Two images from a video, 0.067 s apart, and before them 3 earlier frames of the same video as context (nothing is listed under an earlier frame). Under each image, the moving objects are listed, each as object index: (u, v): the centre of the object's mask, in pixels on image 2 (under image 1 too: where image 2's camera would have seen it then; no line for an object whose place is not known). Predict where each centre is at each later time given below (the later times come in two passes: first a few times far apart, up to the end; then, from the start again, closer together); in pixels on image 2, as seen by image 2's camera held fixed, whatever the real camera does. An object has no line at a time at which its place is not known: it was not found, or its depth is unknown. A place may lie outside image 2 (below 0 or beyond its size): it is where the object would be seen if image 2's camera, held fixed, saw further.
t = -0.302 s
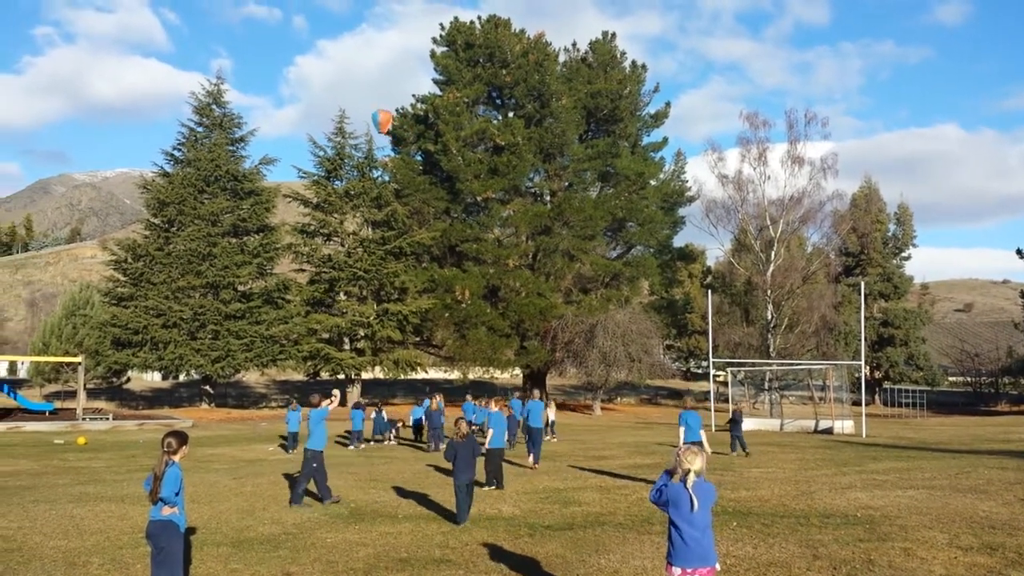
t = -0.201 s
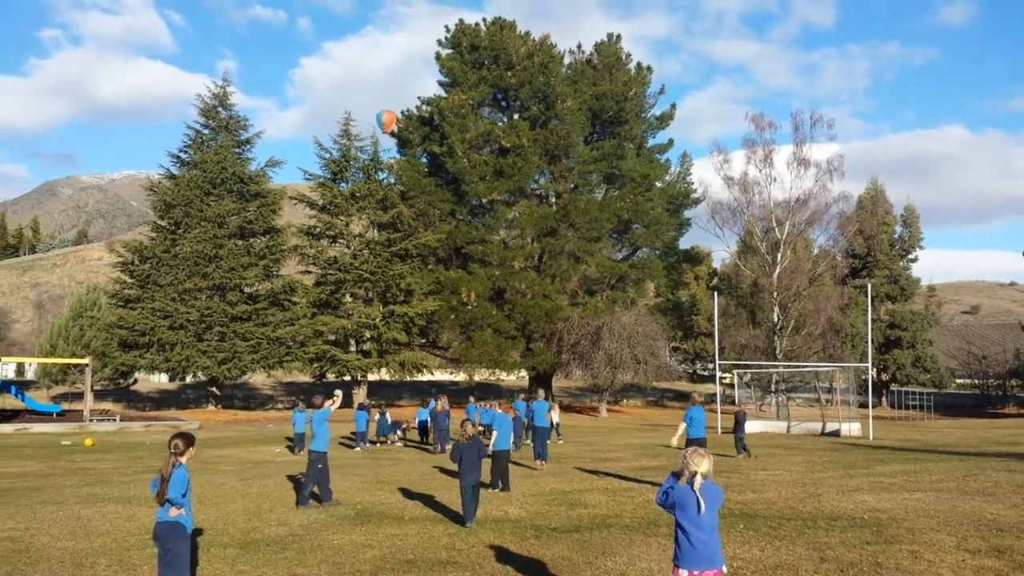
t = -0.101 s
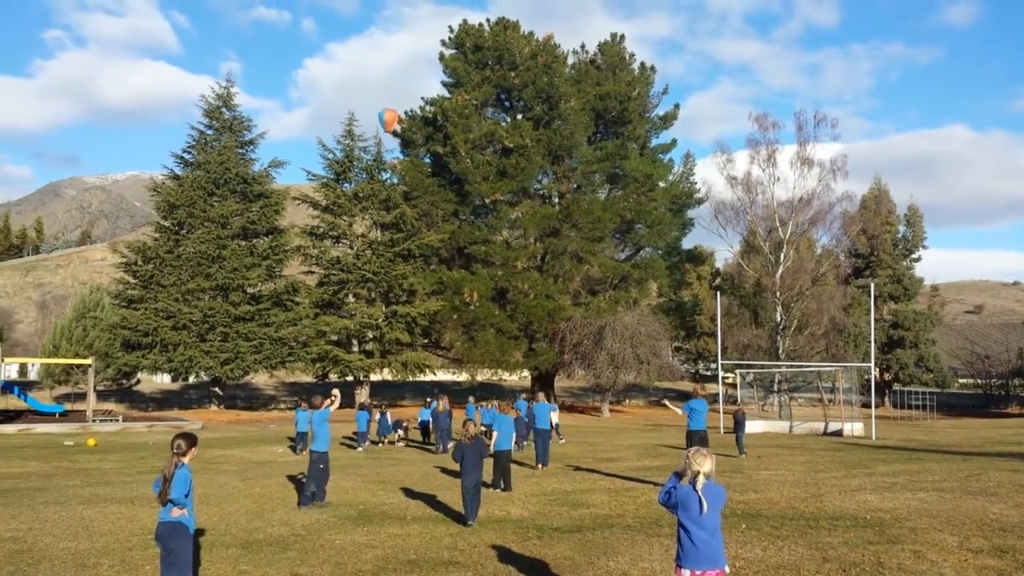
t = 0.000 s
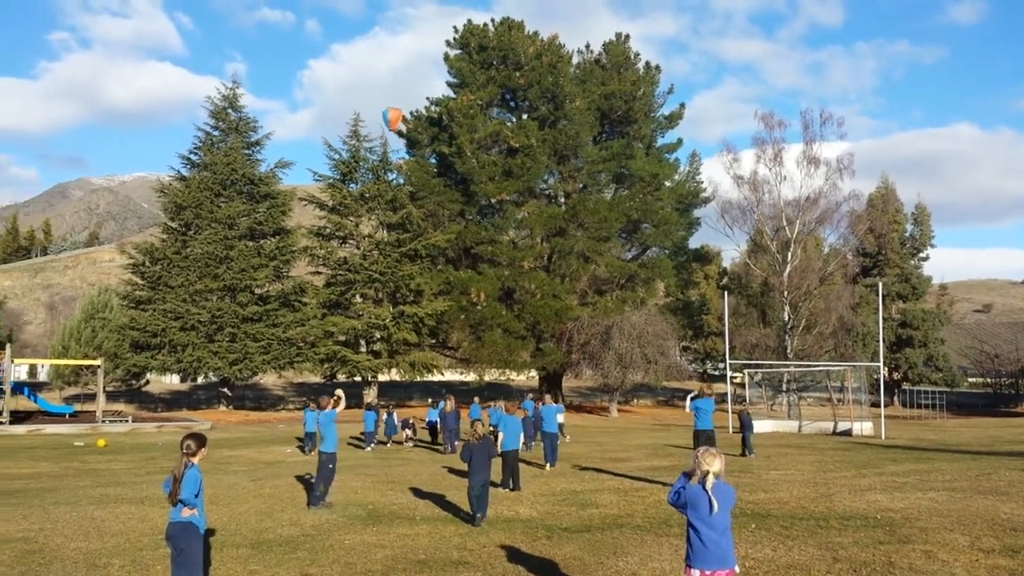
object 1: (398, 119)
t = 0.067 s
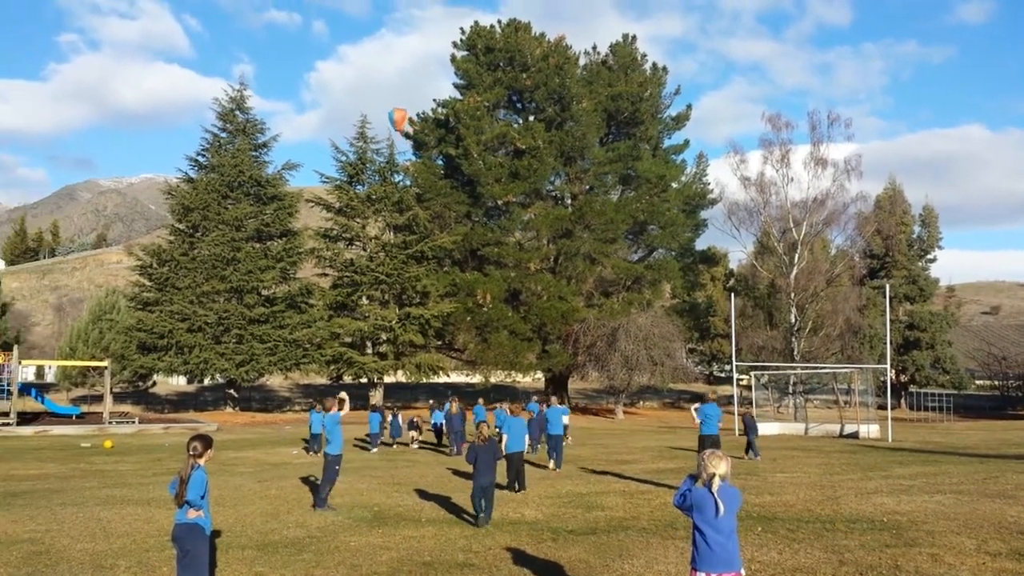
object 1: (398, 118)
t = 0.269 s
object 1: (395, 115)
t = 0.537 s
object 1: (391, 110)
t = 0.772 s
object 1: (388, 104)
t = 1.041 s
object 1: (384, 98)
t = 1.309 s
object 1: (381, 90)
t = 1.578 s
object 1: (378, 84)
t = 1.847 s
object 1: (376, 76)
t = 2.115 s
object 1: (374, 69)
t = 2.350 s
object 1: (371, 62)
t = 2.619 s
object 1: (367, 56)
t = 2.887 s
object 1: (362, 50)
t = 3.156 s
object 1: (357, 45)
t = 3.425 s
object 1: (353, 40)
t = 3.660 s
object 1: (347, 35)
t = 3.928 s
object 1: (342, 30)
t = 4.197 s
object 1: (338, 25)
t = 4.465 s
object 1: (333, 20)
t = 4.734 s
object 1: (329, 15)
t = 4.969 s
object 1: (326, 11)
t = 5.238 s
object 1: (319, 6)
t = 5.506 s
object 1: (312, 0)
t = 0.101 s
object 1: (397, 118)
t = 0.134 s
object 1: (397, 117)
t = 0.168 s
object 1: (396, 117)
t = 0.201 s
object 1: (396, 116)
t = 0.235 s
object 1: (395, 115)
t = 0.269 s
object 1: (395, 115)
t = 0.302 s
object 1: (395, 114)
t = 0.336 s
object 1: (394, 113)
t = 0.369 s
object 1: (394, 113)
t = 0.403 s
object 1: (393, 112)
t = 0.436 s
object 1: (393, 112)
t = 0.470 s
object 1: (392, 111)
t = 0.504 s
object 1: (392, 111)
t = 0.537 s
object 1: (391, 110)
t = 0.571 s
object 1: (391, 109)
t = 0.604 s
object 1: (391, 108)
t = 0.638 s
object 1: (390, 108)
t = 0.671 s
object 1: (390, 107)
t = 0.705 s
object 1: (389, 106)
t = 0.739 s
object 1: (388, 105)
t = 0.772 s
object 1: (388, 104)
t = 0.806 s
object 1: (388, 104)
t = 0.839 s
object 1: (387, 103)
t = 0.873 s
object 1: (387, 102)
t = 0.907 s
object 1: (386, 102)
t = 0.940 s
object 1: (386, 101)
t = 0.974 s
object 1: (385, 100)
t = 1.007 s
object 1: (385, 99)
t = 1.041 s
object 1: (384, 98)
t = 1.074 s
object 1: (384, 97)
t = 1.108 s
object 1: (383, 96)
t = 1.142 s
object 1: (383, 95)
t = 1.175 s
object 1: (383, 94)
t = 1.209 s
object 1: (382, 94)
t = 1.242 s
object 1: (382, 92)
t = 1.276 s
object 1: (382, 92)
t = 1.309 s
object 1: (381, 90)
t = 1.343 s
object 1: (381, 90)
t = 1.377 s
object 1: (381, 89)
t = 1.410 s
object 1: (380, 88)
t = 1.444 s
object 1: (379, 87)
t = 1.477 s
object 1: (379, 87)
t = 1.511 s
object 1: (379, 86)
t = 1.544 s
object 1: (379, 85)
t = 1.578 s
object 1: (378, 84)
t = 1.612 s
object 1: (377, 83)
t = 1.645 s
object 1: (377, 82)
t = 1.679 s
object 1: (377, 81)
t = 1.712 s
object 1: (378, 80)
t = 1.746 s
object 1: (377, 79)
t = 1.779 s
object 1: (377, 78)
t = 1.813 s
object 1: (376, 77)
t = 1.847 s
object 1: (376, 76)
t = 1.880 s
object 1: (376, 75)
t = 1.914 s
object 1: (376, 74)
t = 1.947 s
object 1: (375, 73)
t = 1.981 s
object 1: (375, 73)
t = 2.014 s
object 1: (374, 72)
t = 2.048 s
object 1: (374, 71)
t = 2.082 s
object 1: (374, 70)
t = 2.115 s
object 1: (374, 69)
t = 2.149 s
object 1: (373, 68)
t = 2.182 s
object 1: (372, 67)
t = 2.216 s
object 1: (372, 66)
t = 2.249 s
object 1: (372, 65)
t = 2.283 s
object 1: (372, 64)
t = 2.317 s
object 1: (372, 63)
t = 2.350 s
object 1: (371, 62)
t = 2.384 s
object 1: (370, 62)
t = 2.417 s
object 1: (369, 61)
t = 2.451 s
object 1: (369, 60)
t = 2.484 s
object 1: (368, 59)
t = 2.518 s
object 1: (367, 58)
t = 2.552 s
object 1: (367, 57)
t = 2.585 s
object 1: (367, 56)
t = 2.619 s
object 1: (367, 56)
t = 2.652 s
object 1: (367, 54)
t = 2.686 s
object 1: (366, 54)
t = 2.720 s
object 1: (365, 53)
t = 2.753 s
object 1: (364, 52)
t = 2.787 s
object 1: (364, 52)
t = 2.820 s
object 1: (363, 51)
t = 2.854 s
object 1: (363, 50)
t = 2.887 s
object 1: (362, 50)
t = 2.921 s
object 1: (362, 49)
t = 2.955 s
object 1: (360, 48)
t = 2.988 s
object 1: (360, 48)
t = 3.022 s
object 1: (359, 47)
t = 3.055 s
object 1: (359, 46)
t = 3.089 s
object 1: (358, 46)
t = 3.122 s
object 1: (358, 45)
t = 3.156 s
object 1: (357, 45)
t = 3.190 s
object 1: (356, 44)
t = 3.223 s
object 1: (356, 43)
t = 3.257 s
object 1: (355, 43)
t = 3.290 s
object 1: (354, 42)
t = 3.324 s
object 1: (353, 42)
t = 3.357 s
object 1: (353, 41)
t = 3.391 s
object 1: (352, 41)
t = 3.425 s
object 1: (353, 40)
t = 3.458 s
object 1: (352, 39)
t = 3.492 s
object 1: (351, 38)
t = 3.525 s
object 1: (350, 38)
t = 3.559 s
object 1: (349, 37)
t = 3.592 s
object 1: (349, 37)
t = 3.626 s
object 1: (348, 36)
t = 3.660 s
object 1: (347, 35)
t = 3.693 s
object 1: (347, 35)
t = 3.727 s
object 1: (347, 34)
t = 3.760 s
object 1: (347, 33)
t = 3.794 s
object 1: (346, 33)
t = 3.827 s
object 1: (345, 32)
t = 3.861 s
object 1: (343, 31)
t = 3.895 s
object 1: (343, 31)
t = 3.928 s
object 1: (342, 30)
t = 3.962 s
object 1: (342, 29)
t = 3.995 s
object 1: (342, 28)
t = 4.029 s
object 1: (342, 27)
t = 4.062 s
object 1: (341, 27)
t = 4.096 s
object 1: (340, 26)
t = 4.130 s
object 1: (338, 26)
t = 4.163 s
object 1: (338, 25)
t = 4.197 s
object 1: (338, 25)
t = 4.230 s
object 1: (338, 24)
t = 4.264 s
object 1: (337, 23)
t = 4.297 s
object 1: (337, 23)
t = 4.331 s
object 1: (336, 23)
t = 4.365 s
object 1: (335, 22)
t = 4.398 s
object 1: (334, 21)
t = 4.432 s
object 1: (334, 21)
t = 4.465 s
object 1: (333, 20)
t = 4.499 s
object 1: (333, 19)
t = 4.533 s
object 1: (332, 19)
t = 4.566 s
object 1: (331, 18)
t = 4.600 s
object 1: (332, 18)
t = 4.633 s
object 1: (331, 17)
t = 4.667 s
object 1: (330, 16)
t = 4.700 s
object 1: (329, 16)
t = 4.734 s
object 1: (329, 15)
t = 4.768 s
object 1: (329, 14)
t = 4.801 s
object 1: (328, 13)
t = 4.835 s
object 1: (327, 13)
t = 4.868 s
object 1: (327, 13)
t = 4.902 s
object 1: (326, 12)
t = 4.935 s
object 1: (326, 11)
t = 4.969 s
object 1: (326, 11)
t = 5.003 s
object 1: (325, 10)
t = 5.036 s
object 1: (324, 10)
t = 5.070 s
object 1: (323, 9)
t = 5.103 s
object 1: (322, 8)
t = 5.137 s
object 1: (322, 7)
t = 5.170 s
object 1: (321, 7)
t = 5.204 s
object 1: (320, 6)
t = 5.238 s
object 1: (319, 6)
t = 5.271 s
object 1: (318, 5)
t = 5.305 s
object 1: (317, 5)
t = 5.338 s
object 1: (316, 3)
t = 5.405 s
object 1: (314, 3)
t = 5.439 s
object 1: (314, 1)
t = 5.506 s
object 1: (312, 0)
